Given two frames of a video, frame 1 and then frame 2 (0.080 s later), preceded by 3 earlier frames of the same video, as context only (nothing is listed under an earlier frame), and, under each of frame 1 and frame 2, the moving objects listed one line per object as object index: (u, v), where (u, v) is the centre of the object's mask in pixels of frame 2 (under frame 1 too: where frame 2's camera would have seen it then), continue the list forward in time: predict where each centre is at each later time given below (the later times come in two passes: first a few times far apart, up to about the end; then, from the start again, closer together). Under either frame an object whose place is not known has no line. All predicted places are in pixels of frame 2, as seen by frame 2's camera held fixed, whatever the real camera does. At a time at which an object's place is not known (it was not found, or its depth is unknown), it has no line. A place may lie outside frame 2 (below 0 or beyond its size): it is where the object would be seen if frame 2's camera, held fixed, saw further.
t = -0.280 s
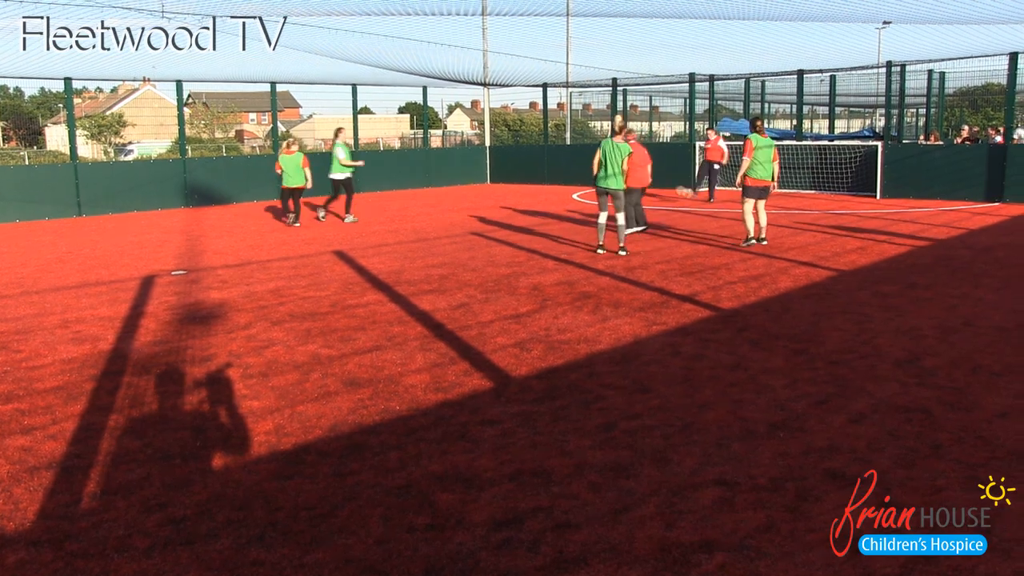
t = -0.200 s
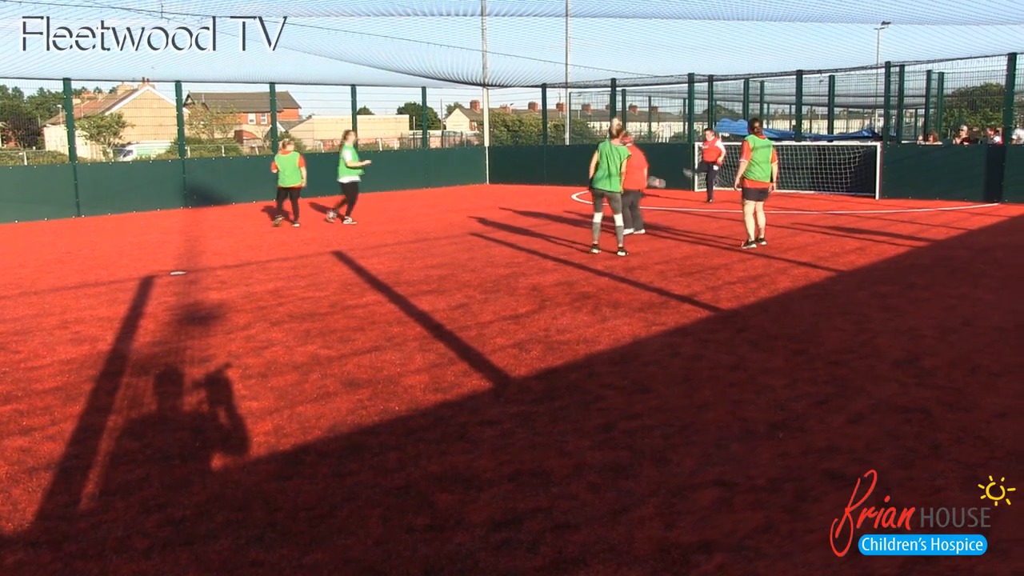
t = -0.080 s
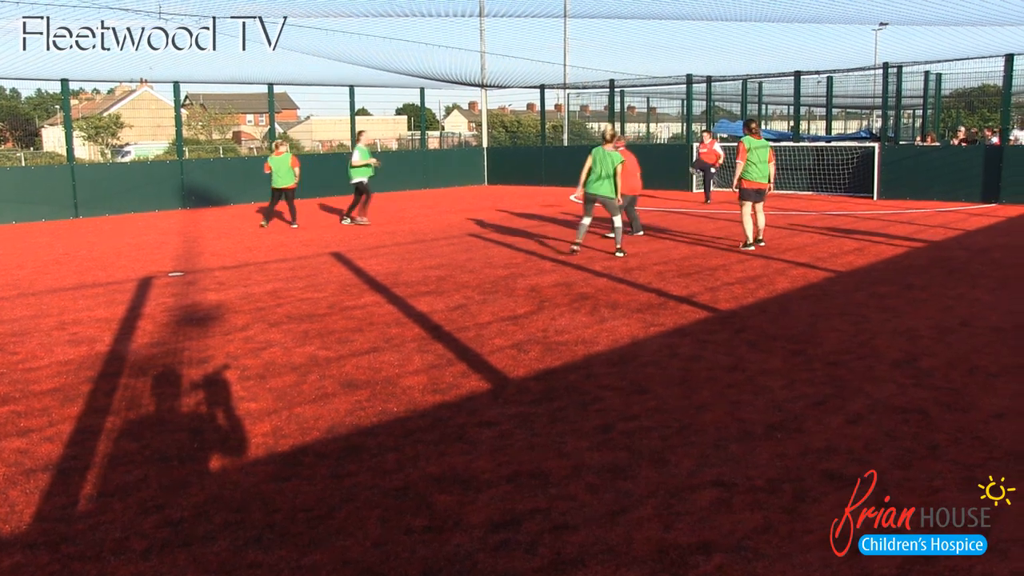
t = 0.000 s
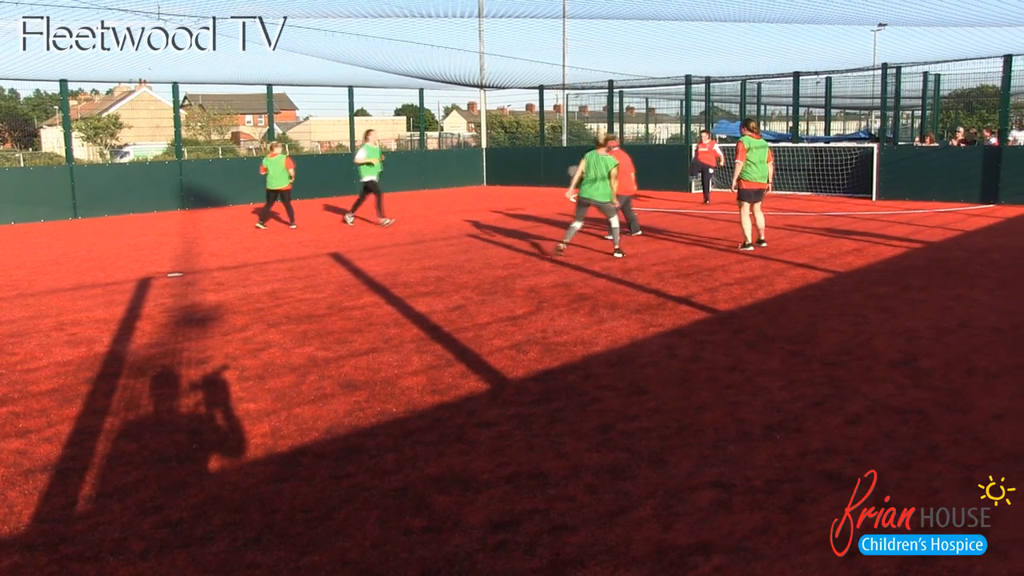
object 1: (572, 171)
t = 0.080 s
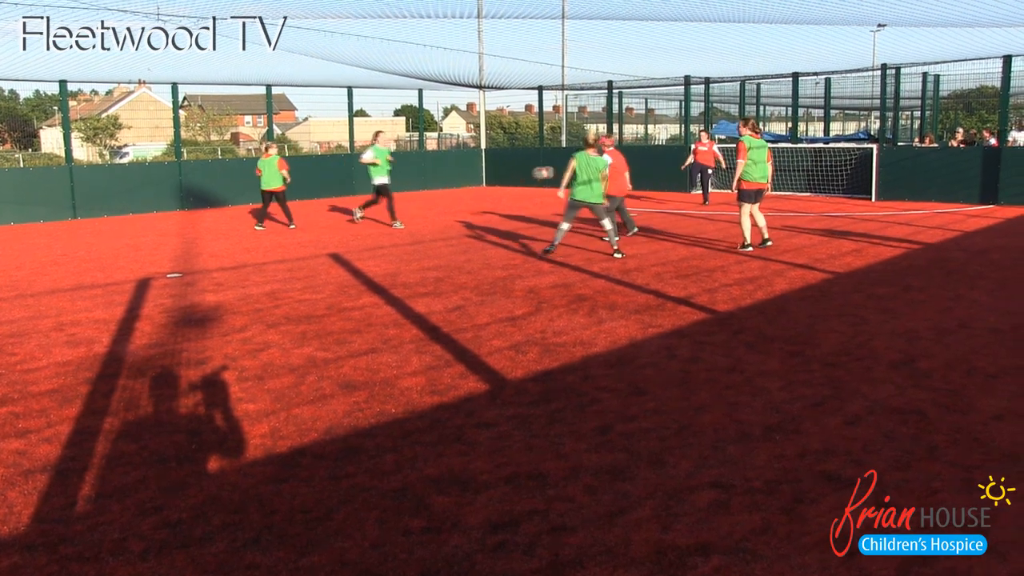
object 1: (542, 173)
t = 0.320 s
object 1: (419, 204)
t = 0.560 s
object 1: (279, 251)
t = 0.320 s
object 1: (419, 204)
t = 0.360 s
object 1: (395, 216)
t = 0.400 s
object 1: (369, 229)
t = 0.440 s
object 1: (342, 245)
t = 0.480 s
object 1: (314, 262)
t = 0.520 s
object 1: (296, 258)
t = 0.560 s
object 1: (279, 251)
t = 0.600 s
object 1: (262, 245)
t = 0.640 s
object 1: (243, 241)
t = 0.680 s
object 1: (224, 238)
